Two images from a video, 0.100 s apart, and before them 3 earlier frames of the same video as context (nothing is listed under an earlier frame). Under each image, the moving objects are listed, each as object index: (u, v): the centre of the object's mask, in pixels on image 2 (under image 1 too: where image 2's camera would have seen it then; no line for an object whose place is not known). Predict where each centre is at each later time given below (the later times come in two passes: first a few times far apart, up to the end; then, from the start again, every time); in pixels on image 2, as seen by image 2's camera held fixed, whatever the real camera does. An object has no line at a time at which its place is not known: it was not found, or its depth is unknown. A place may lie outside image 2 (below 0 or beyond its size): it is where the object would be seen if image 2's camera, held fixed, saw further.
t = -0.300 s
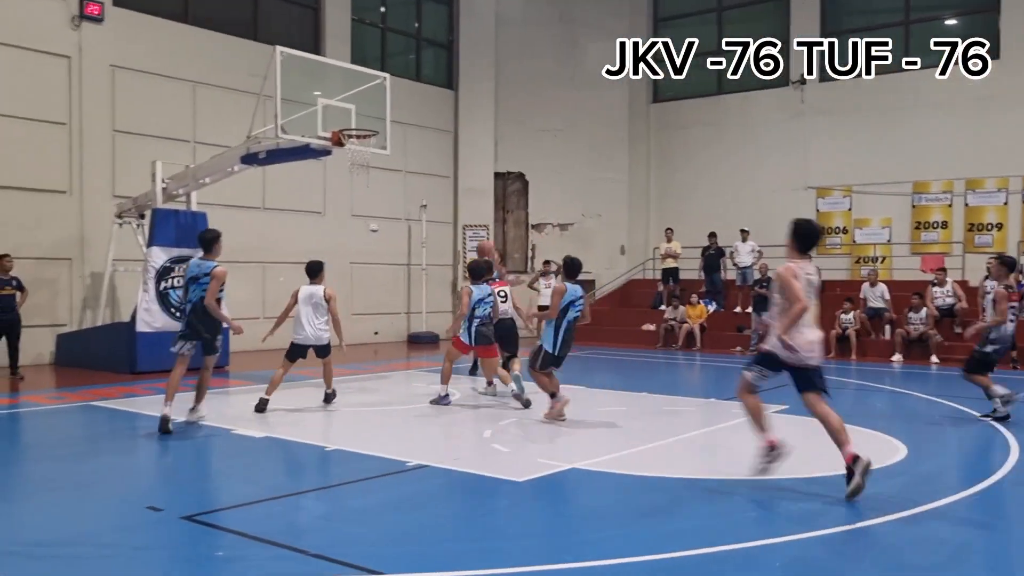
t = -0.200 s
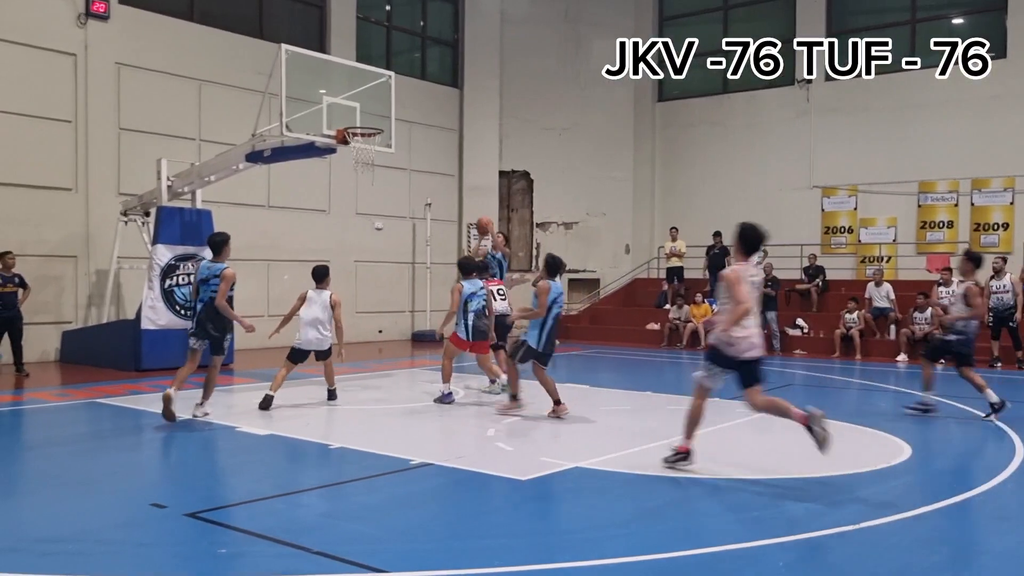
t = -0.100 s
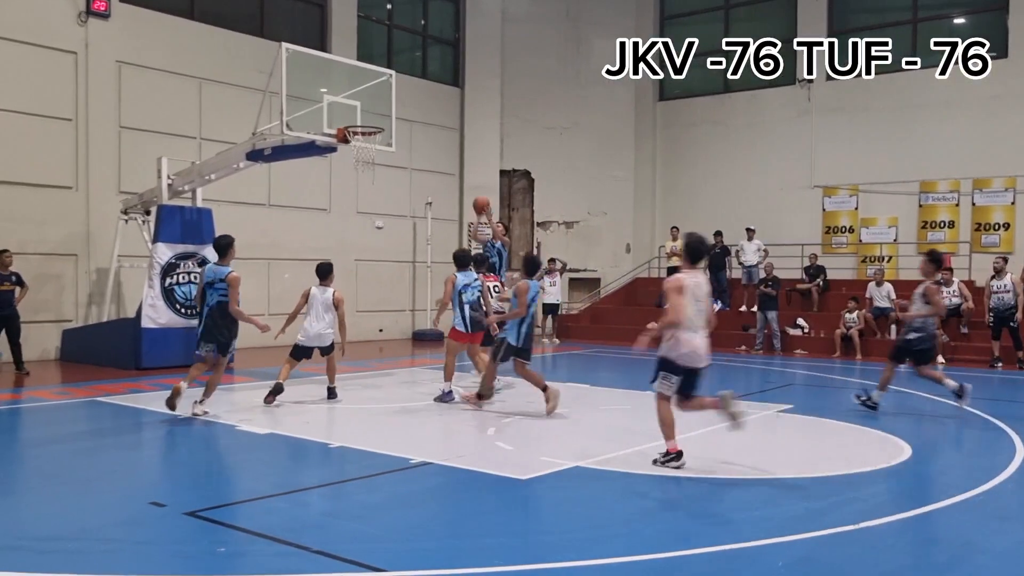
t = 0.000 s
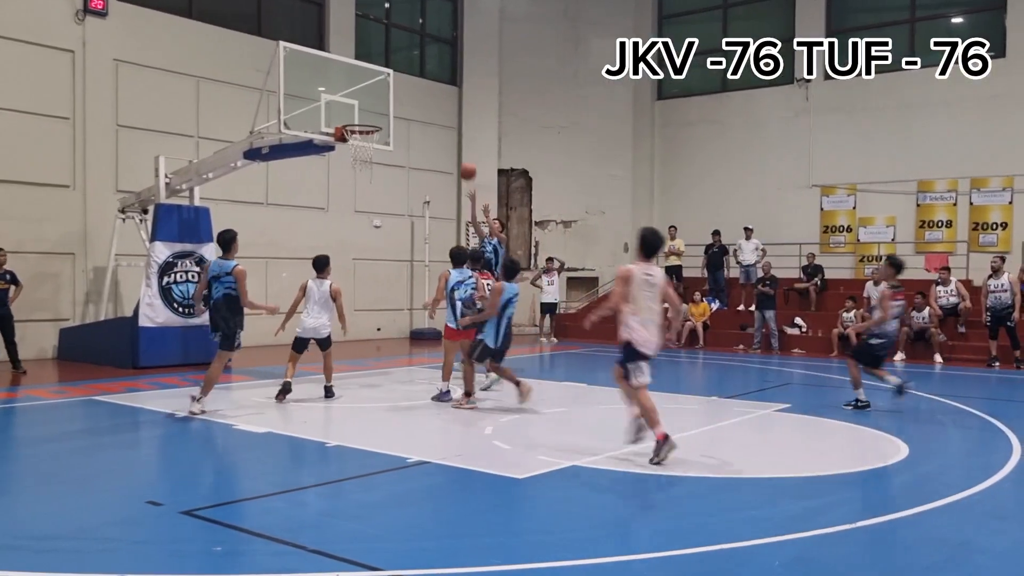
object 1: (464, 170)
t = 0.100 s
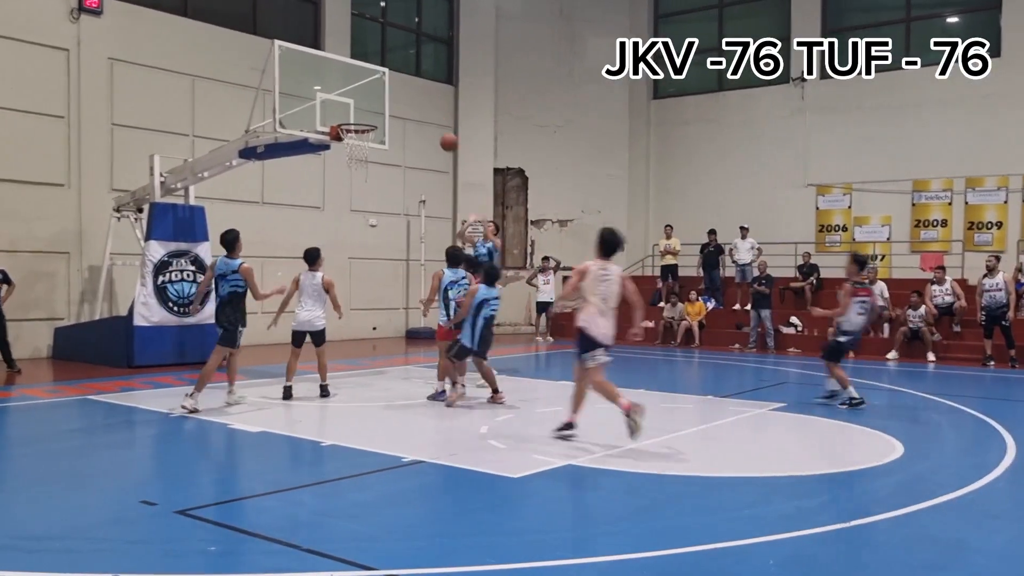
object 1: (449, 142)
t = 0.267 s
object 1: (424, 110)
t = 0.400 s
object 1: (402, 99)
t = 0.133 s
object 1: (444, 134)
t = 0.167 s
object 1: (439, 127)
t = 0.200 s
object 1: (434, 121)
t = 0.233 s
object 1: (429, 116)
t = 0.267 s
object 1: (424, 110)
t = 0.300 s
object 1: (418, 106)
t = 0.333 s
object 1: (413, 103)
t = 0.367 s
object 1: (408, 101)
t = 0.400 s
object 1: (402, 99)
